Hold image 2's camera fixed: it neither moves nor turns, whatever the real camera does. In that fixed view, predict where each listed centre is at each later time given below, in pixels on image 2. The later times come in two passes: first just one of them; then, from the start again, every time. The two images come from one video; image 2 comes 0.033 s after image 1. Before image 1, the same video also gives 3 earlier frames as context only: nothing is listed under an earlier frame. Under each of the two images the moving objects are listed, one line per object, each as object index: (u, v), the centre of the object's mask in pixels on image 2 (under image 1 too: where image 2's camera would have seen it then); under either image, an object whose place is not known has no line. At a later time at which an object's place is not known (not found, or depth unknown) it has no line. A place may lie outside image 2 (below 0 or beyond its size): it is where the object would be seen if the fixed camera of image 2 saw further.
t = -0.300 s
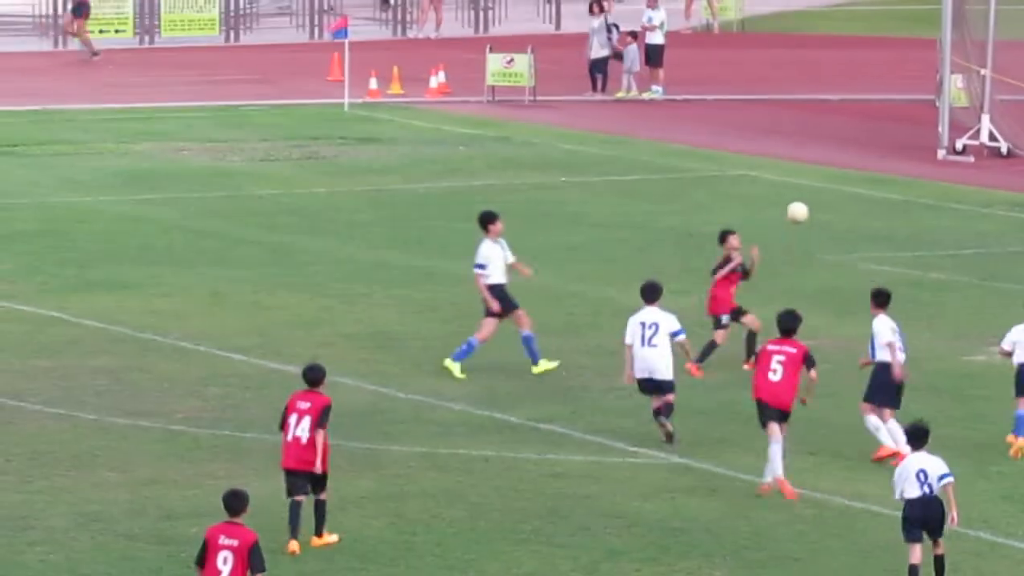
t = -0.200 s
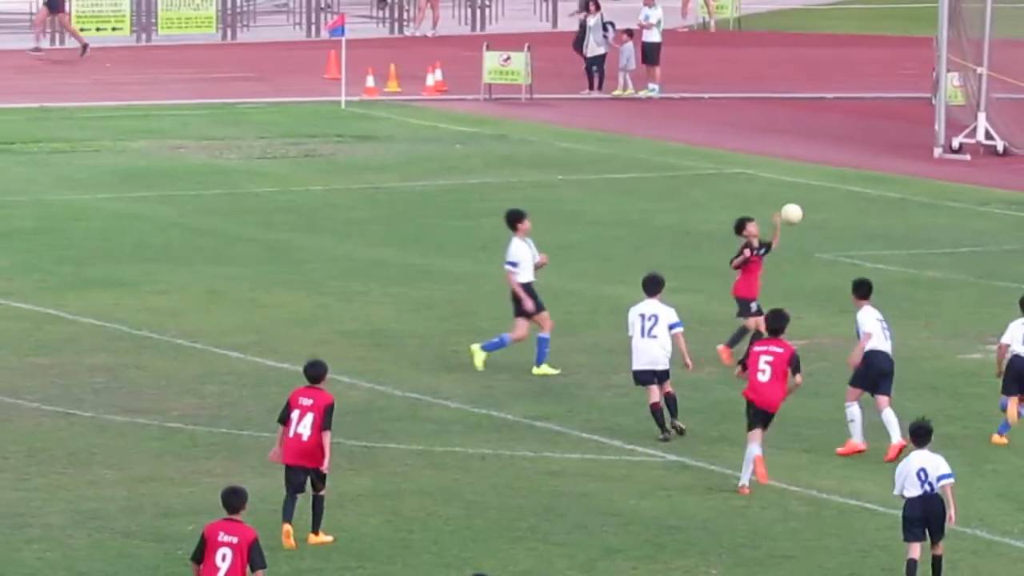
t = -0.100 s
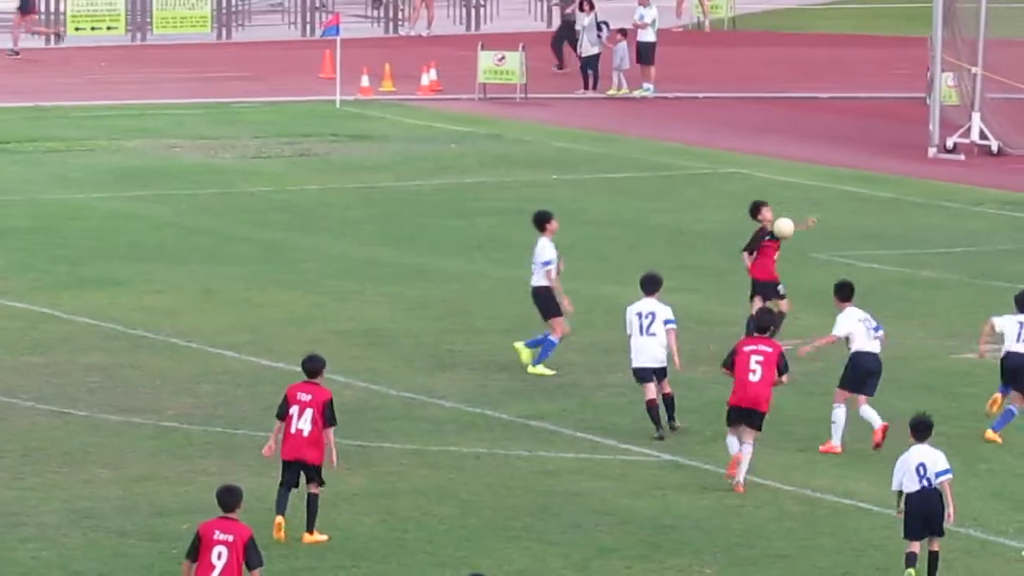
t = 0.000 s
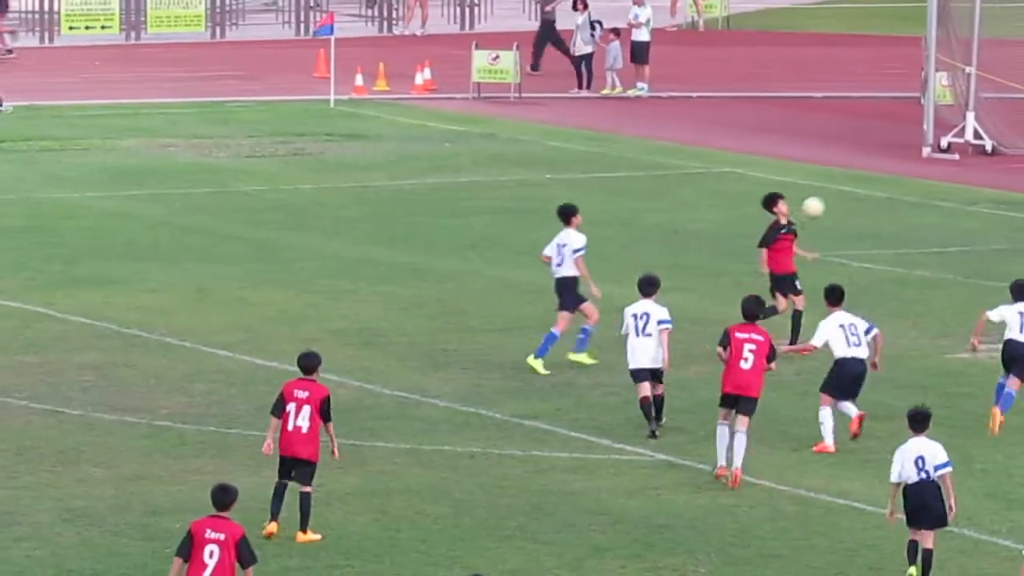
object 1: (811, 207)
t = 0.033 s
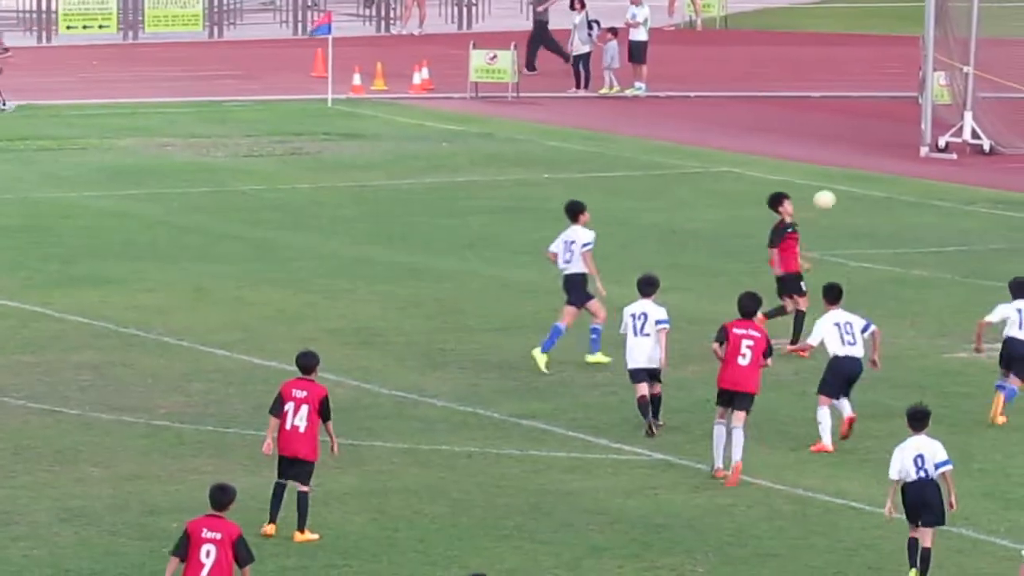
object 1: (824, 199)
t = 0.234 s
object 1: (900, 186)
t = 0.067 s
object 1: (837, 195)
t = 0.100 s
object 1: (850, 190)
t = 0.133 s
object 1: (863, 188)
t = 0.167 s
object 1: (875, 186)
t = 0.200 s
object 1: (887, 186)
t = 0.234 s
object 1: (900, 186)
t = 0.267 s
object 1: (912, 188)
